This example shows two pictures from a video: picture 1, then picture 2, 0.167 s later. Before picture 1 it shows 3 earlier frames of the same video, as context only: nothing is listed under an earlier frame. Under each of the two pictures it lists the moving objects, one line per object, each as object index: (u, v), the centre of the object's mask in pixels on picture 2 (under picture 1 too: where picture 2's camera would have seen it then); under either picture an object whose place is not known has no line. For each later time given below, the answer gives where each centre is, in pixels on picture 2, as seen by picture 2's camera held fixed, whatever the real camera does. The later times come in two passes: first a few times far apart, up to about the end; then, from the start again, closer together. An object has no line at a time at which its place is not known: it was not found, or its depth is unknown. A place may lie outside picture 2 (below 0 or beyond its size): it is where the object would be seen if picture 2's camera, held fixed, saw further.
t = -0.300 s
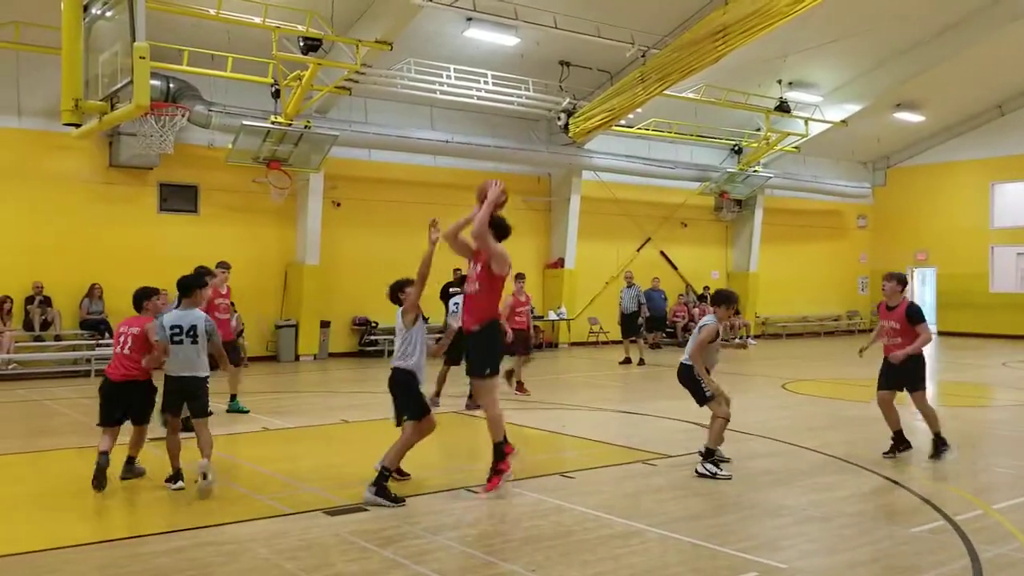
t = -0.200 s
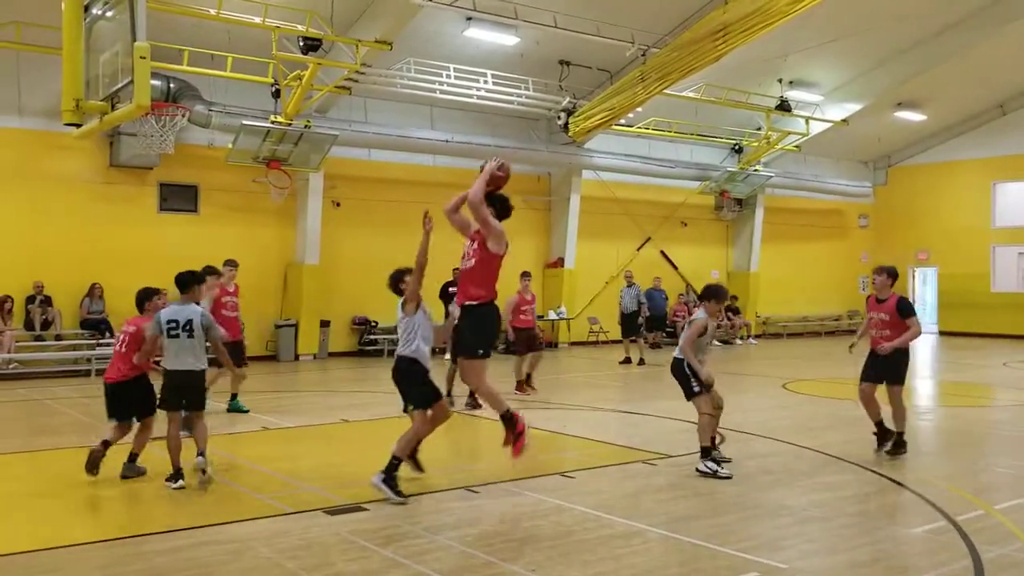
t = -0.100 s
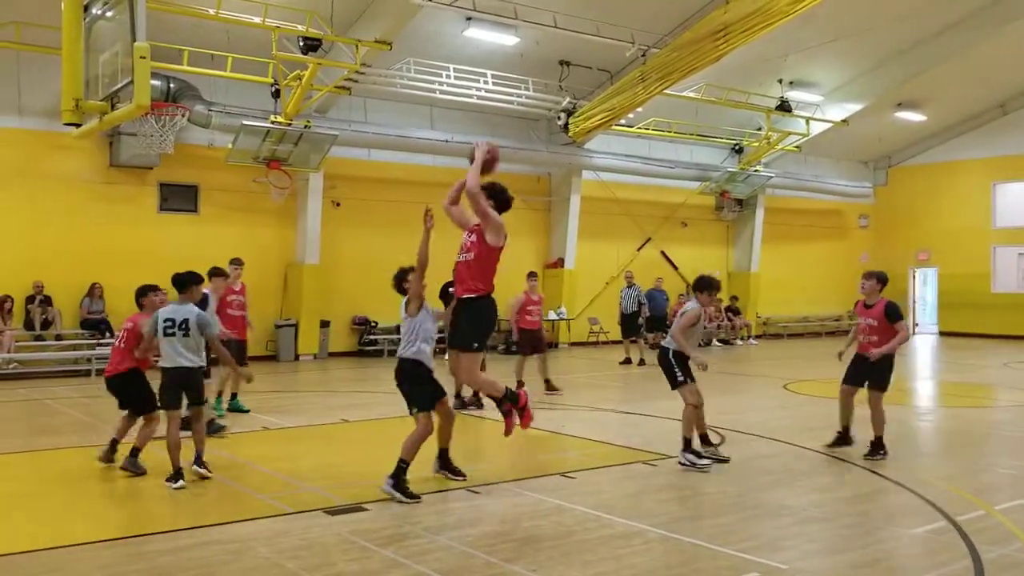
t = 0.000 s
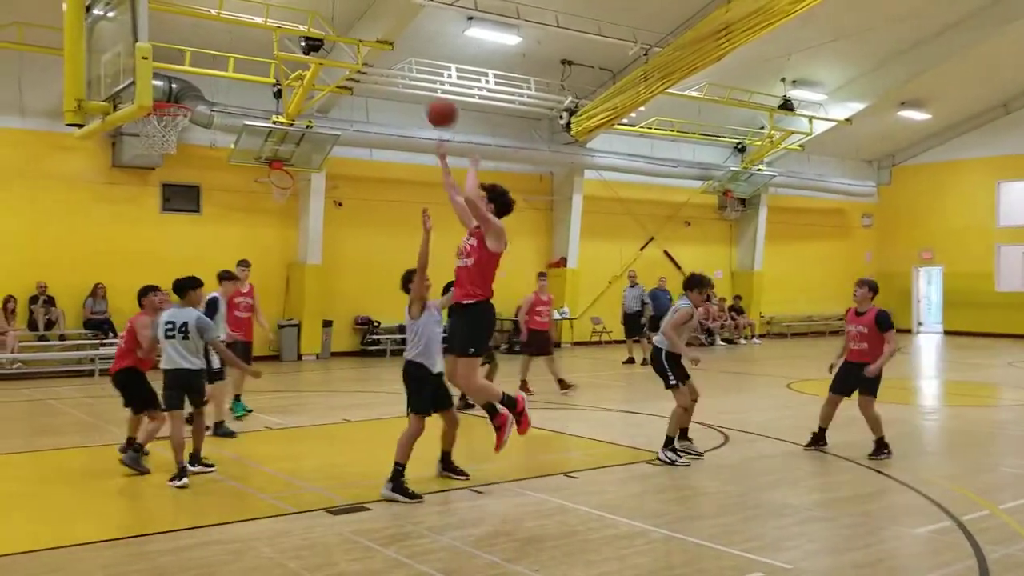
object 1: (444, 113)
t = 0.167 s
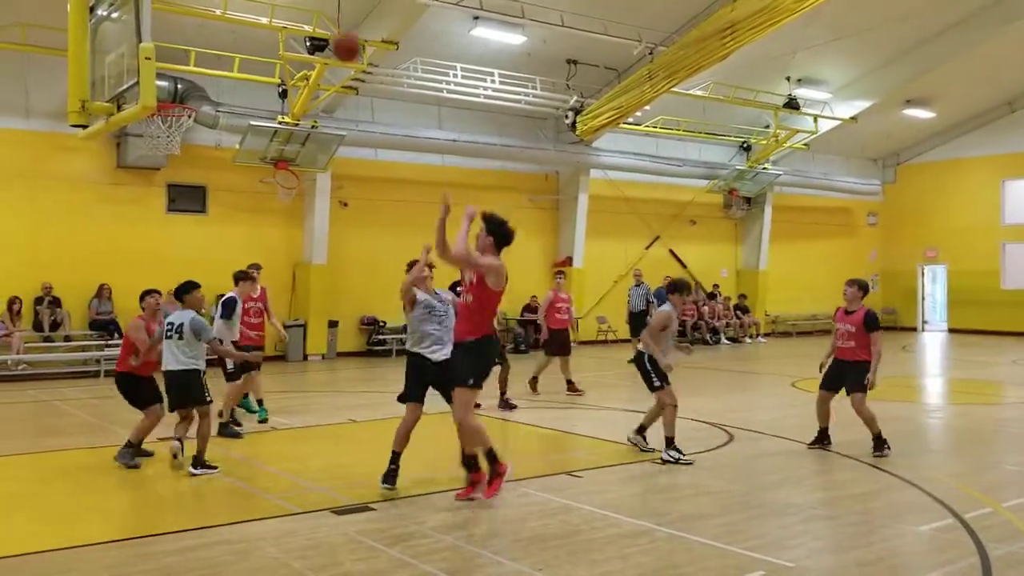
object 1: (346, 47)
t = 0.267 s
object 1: (289, 24)
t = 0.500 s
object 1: (159, 20)
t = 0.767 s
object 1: (188, 102)
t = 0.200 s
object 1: (329, 38)
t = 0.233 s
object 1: (308, 30)
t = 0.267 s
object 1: (289, 24)
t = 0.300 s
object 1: (270, 19)
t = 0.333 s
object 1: (252, 16)
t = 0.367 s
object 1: (232, 15)
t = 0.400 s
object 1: (213, 14)
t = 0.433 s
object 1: (194, 14)
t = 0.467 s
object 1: (176, 17)
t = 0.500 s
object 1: (159, 20)
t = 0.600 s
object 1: (153, 43)
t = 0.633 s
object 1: (157, 55)
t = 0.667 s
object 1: (162, 68)
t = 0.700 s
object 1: (170, 79)
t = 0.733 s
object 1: (179, 93)
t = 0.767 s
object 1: (188, 102)
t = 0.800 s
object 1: (196, 127)
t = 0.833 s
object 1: (201, 143)
